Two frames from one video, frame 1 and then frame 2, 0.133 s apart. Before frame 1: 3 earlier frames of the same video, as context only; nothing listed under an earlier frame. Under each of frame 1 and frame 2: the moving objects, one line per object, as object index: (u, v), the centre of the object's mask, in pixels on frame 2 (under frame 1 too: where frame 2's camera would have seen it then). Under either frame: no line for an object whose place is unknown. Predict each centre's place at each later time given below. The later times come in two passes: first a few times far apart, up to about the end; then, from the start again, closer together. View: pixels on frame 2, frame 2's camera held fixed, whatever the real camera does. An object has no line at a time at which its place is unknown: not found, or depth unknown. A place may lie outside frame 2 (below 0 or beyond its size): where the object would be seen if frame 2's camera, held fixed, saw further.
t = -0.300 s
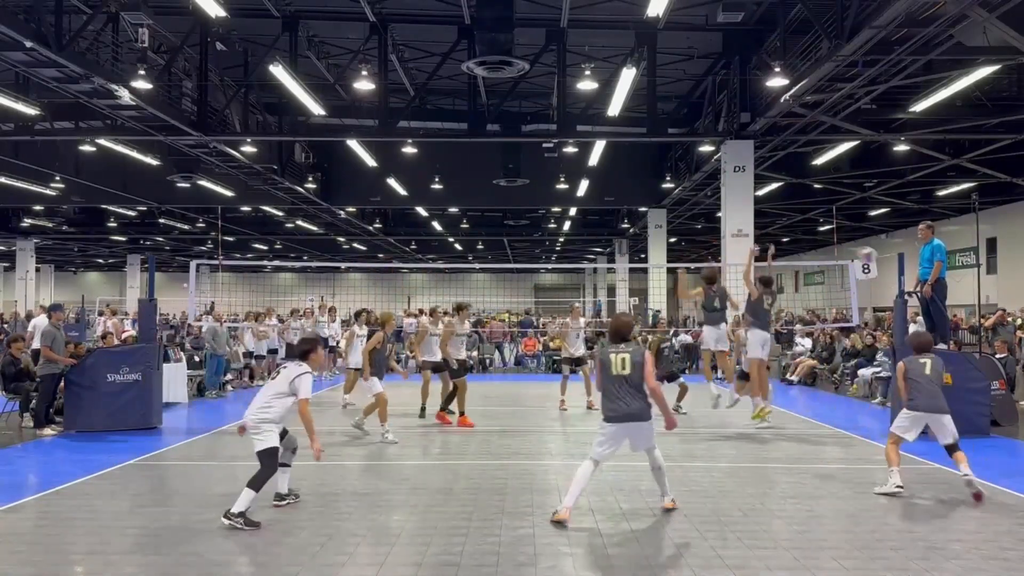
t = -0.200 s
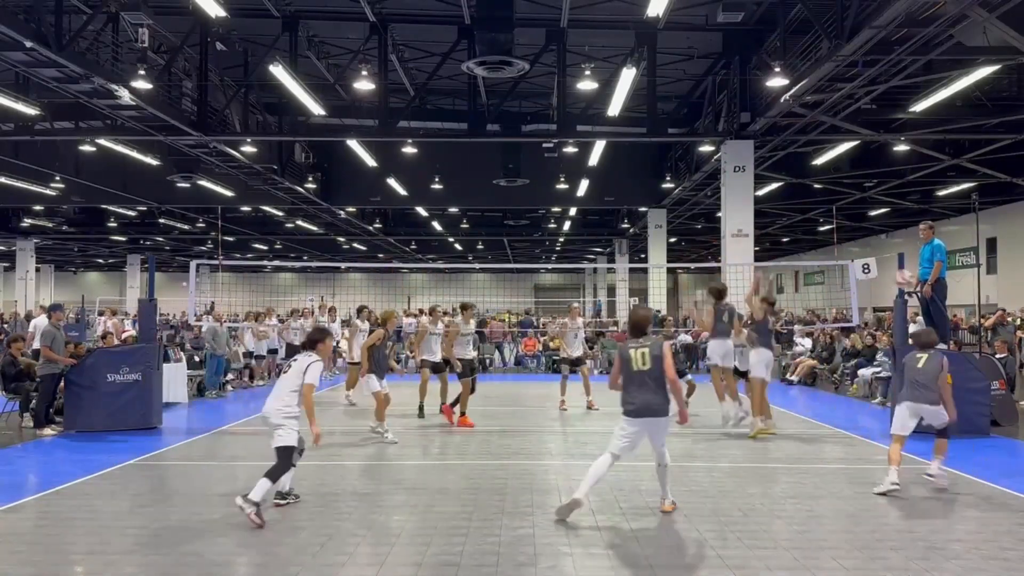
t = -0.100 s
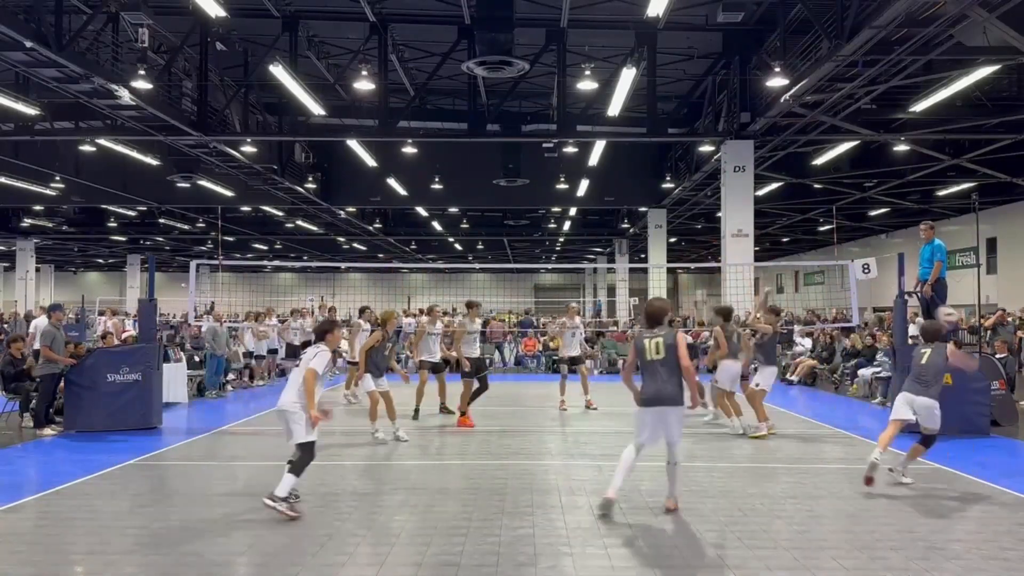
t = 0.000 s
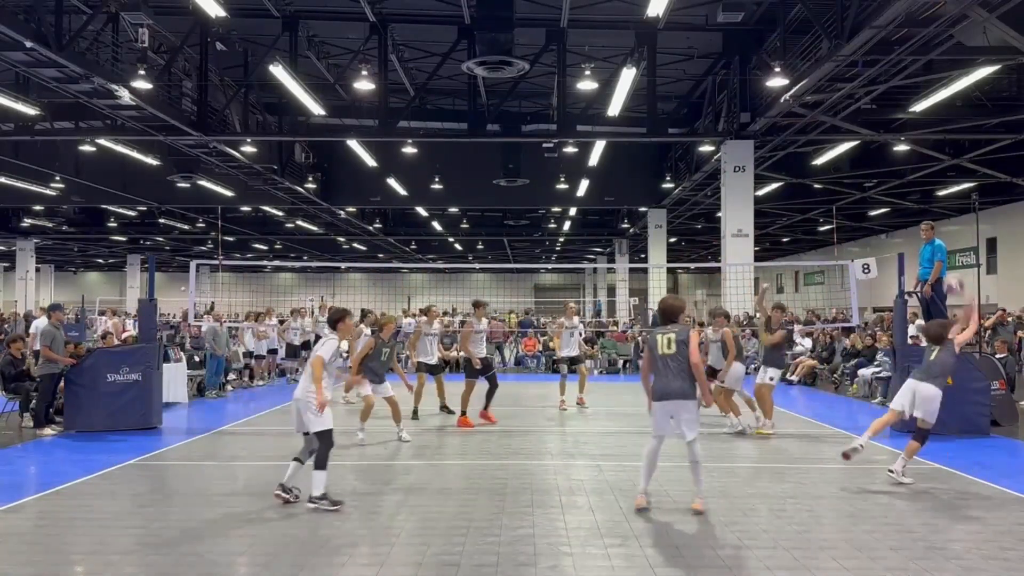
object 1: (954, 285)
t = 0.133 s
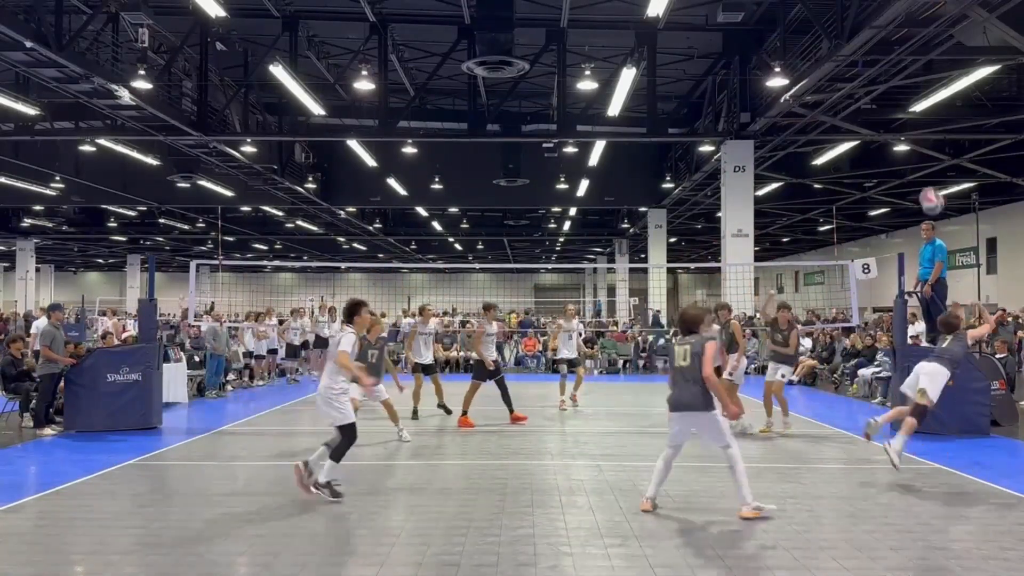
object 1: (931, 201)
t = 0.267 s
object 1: (908, 130)
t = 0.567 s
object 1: (853, 31)
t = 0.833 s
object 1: (802, 16)
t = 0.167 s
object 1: (926, 182)
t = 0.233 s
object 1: (915, 146)
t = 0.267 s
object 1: (908, 130)
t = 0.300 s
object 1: (902, 116)
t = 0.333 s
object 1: (897, 101)
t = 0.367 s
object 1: (890, 88)
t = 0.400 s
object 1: (884, 76)
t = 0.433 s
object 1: (878, 65)
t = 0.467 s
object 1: (872, 55)
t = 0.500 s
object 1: (866, 46)
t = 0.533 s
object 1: (860, 37)
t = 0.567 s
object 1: (853, 31)
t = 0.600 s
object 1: (847, 25)
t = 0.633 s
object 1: (841, 20)
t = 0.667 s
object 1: (834, 16)
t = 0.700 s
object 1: (828, 14)
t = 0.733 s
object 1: (822, 13)
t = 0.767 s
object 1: (815, 13)
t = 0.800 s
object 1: (808, 14)
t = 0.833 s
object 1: (802, 16)
